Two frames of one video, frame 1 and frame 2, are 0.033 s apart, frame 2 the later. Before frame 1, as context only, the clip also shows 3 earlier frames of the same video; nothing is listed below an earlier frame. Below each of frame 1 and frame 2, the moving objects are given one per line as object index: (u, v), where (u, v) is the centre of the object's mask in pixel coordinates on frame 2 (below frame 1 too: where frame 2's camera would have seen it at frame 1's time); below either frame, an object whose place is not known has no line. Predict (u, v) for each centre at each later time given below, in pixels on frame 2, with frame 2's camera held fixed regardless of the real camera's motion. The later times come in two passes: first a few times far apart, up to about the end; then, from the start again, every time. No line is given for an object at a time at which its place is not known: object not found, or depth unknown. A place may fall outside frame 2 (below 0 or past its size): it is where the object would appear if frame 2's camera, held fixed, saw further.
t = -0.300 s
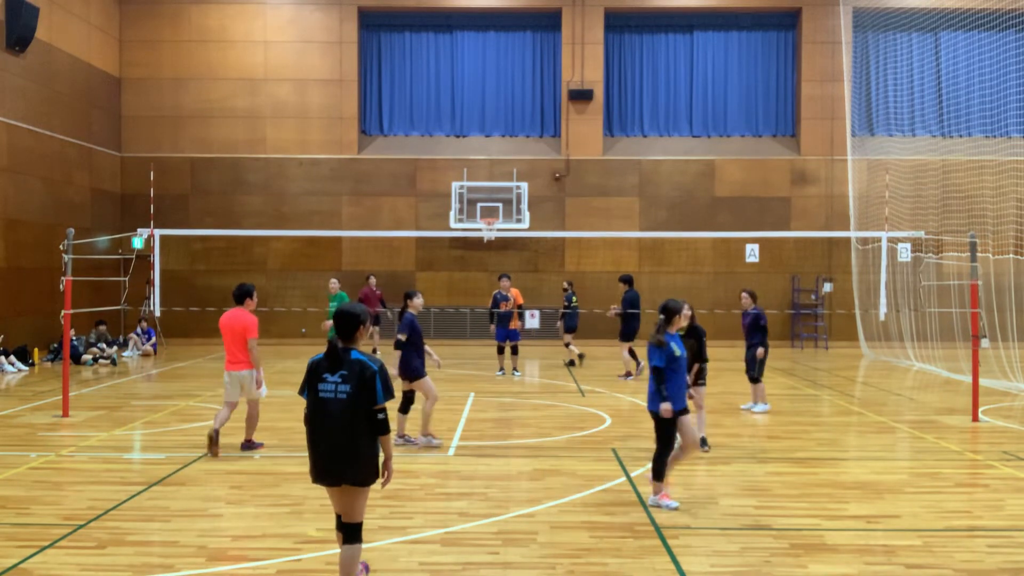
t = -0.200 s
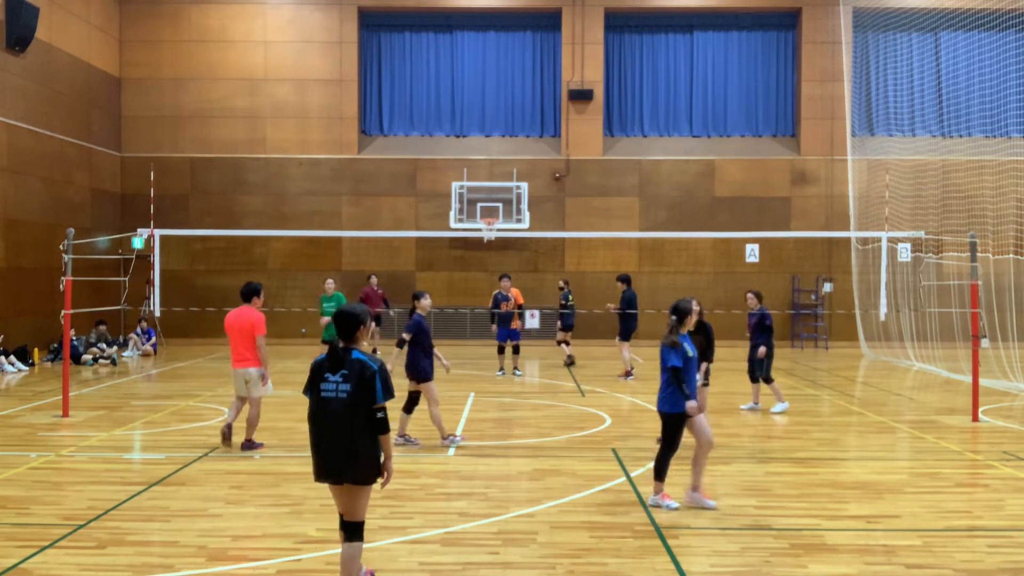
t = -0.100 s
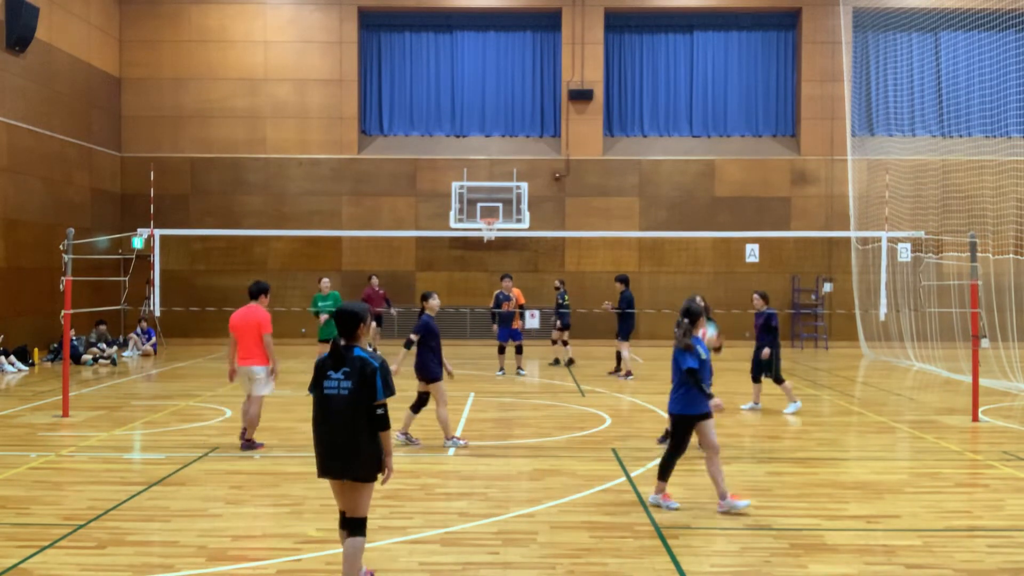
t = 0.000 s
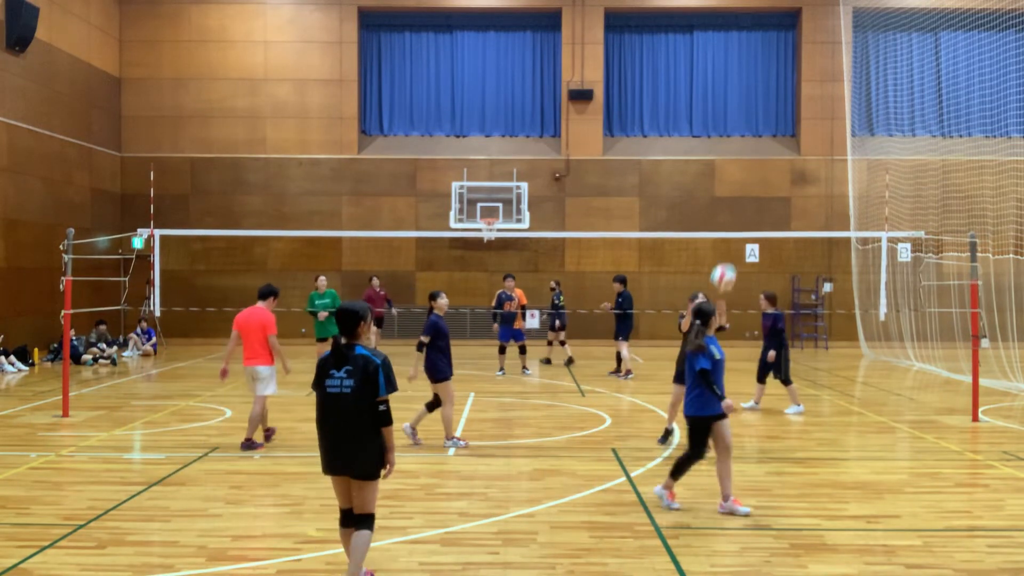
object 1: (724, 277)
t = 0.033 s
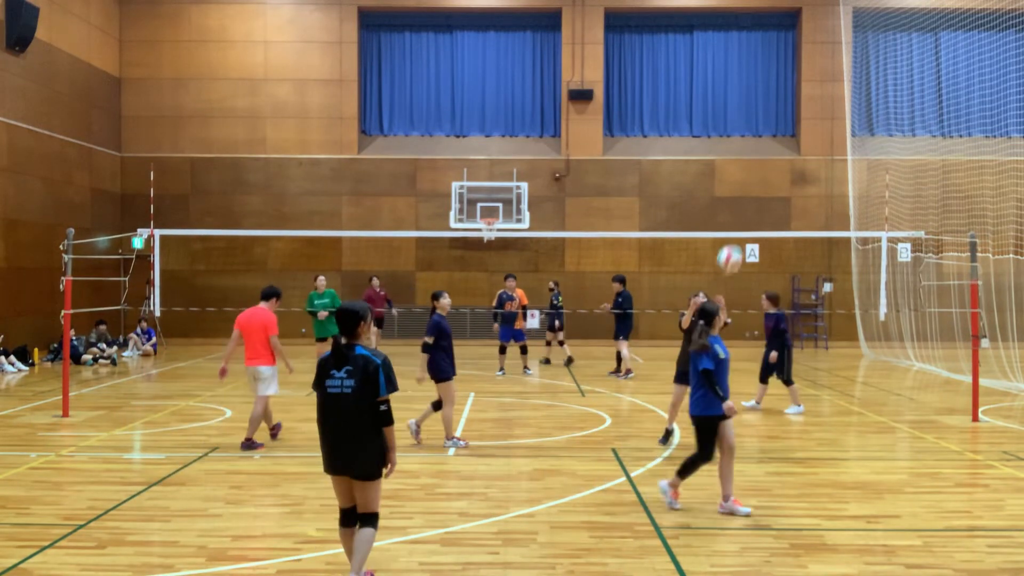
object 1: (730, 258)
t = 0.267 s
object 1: (781, 152)
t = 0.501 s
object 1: (840, 94)
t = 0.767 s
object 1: (934, 127)
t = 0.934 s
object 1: (1008, 244)
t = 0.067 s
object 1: (736, 241)
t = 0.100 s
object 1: (743, 224)
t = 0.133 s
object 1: (750, 209)
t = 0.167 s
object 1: (758, 193)
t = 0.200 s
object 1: (765, 178)
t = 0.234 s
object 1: (772, 166)
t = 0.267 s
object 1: (781, 152)
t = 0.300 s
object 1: (788, 141)
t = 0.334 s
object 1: (795, 131)
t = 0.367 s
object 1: (804, 121)
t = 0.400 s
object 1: (812, 112)
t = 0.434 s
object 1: (822, 104)
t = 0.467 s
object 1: (830, 99)
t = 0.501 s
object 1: (840, 94)
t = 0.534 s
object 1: (850, 91)
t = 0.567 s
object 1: (861, 90)
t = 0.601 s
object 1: (871, 91)
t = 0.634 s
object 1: (883, 94)
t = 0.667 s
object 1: (894, 98)
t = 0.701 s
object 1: (907, 106)
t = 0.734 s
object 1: (920, 115)
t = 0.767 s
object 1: (934, 127)
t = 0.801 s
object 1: (949, 143)
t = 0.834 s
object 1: (965, 163)
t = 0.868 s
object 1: (981, 187)
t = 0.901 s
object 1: (998, 213)
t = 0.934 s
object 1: (1008, 244)
